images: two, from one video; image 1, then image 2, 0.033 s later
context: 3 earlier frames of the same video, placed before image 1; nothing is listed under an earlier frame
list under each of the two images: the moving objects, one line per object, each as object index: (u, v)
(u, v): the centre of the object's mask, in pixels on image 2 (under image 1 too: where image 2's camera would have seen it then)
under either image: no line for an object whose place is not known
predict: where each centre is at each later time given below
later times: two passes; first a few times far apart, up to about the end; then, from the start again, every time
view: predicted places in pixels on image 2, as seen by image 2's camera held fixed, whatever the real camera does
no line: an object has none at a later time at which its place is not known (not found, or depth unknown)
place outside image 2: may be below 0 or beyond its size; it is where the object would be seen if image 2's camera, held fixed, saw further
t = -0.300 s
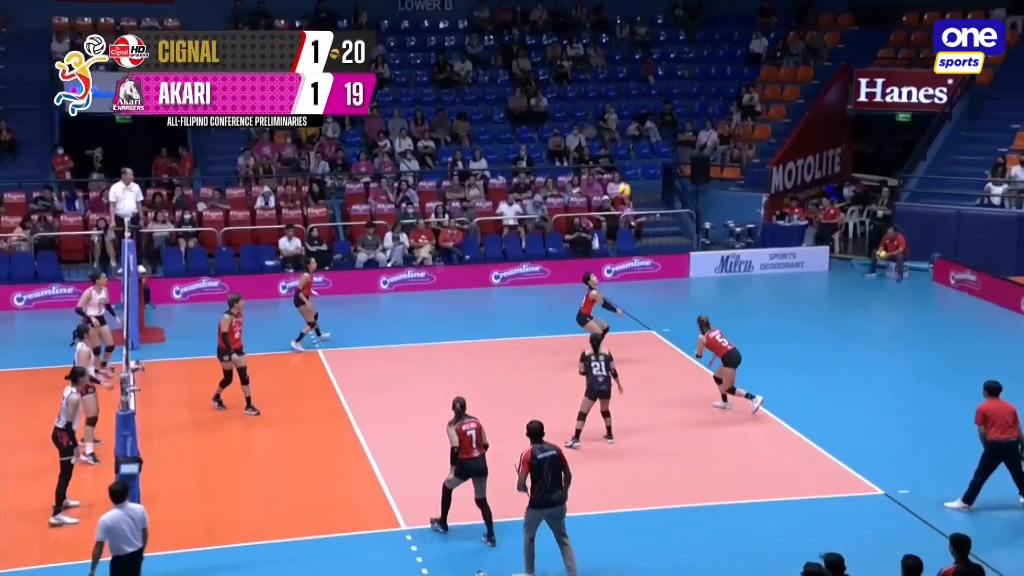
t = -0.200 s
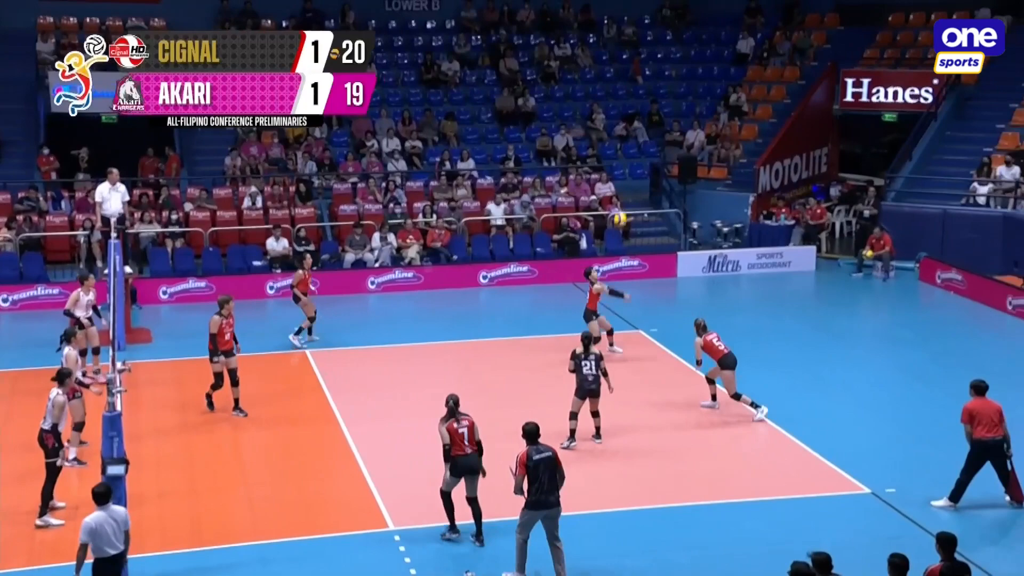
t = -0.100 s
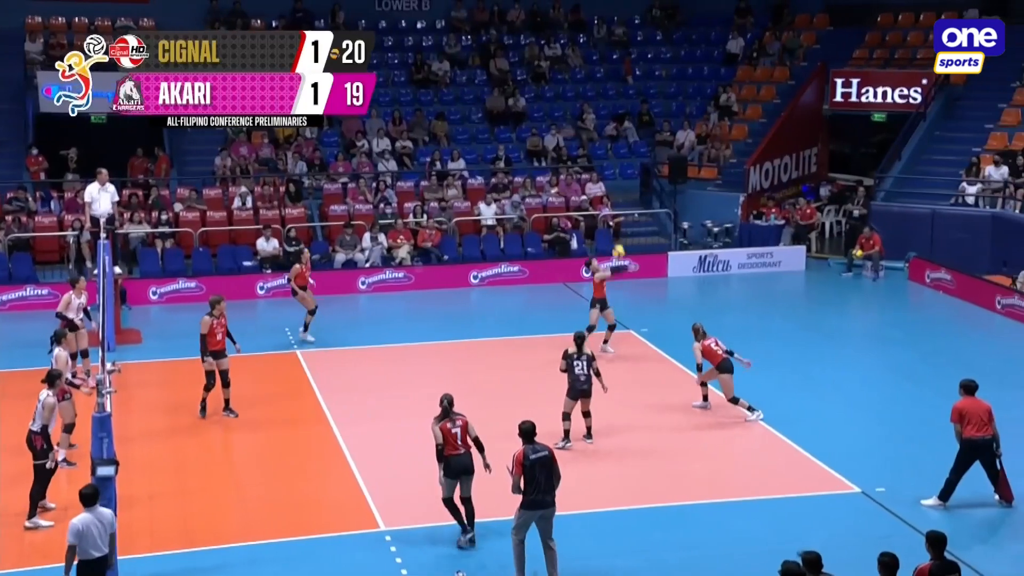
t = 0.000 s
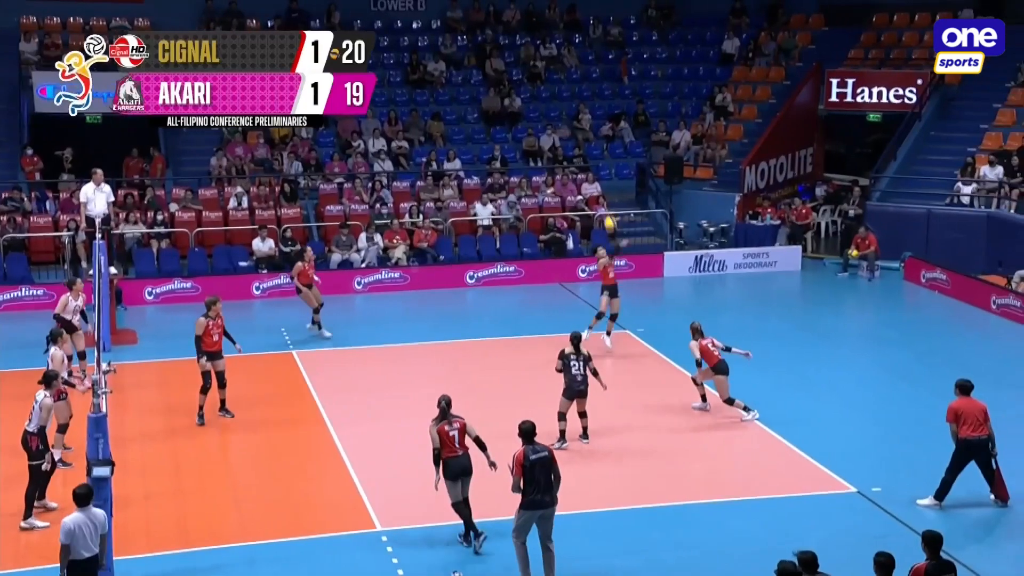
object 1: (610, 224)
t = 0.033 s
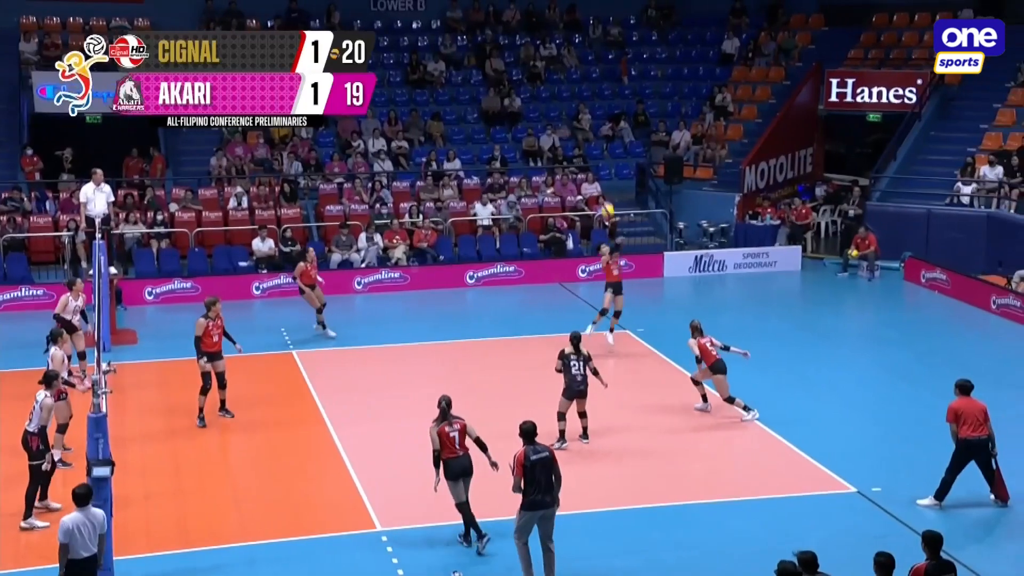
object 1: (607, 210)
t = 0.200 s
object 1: (594, 150)
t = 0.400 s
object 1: (578, 99)
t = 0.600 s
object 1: (559, 70)
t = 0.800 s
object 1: (540, 68)
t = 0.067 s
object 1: (605, 196)
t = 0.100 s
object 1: (602, 185)
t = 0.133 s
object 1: (599, 172)
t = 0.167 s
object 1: (597, 161)
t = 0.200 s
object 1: (594, 150)
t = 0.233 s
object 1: (591, 139)
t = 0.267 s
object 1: (588, 130)
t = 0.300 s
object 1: (586, 121)
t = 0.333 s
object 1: (584, 112)
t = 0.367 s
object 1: (580, 105)
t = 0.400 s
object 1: (578, 99)
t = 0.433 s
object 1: (575, 92)
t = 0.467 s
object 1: (571, 86)
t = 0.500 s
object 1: (569, 81)
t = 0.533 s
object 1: (566, 77)
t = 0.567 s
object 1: (563, 73)
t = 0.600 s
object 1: (559, 70)
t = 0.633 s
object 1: (557, 68)
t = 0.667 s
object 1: (553, 67)
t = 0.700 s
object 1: (550, 66)
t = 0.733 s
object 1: (547, 66)
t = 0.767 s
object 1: (544, 67)
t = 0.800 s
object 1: (540, 68)
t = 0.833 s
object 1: (538, 71)
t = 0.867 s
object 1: (534, 74)
